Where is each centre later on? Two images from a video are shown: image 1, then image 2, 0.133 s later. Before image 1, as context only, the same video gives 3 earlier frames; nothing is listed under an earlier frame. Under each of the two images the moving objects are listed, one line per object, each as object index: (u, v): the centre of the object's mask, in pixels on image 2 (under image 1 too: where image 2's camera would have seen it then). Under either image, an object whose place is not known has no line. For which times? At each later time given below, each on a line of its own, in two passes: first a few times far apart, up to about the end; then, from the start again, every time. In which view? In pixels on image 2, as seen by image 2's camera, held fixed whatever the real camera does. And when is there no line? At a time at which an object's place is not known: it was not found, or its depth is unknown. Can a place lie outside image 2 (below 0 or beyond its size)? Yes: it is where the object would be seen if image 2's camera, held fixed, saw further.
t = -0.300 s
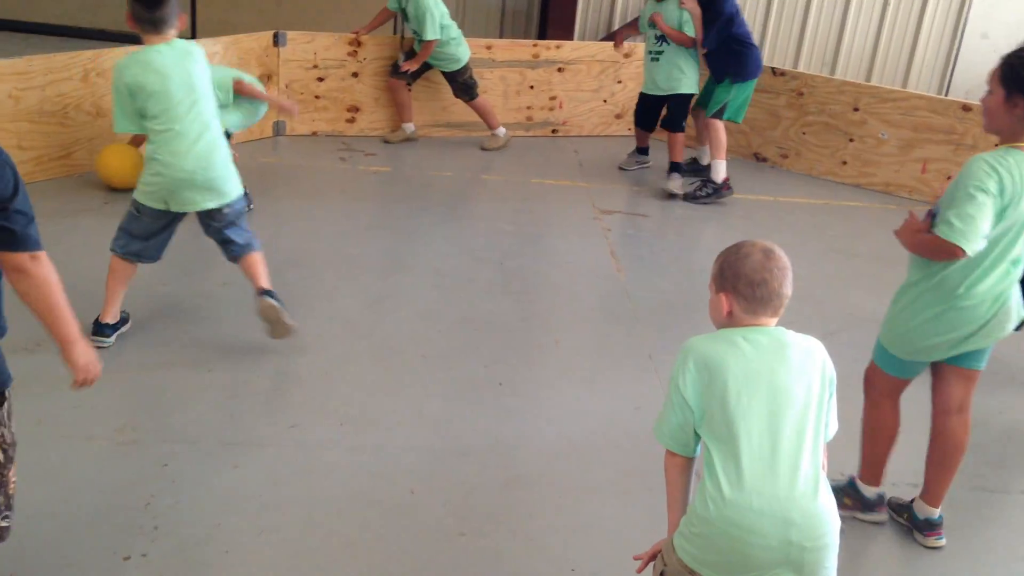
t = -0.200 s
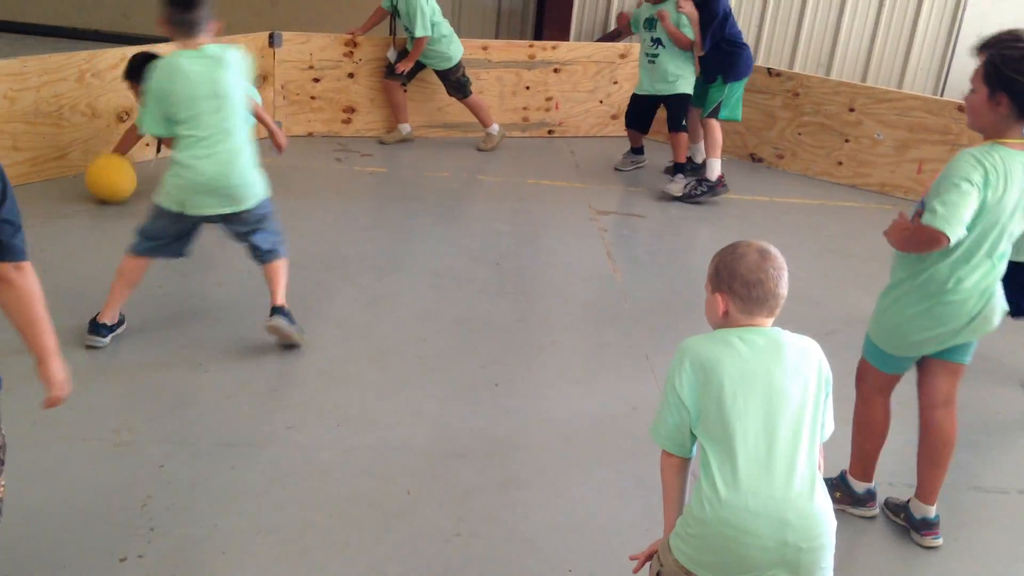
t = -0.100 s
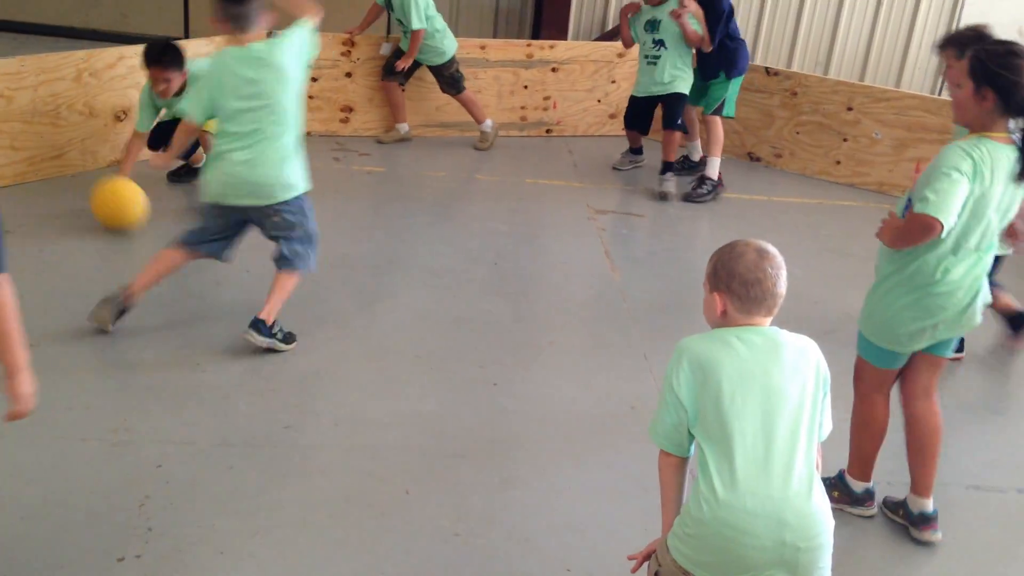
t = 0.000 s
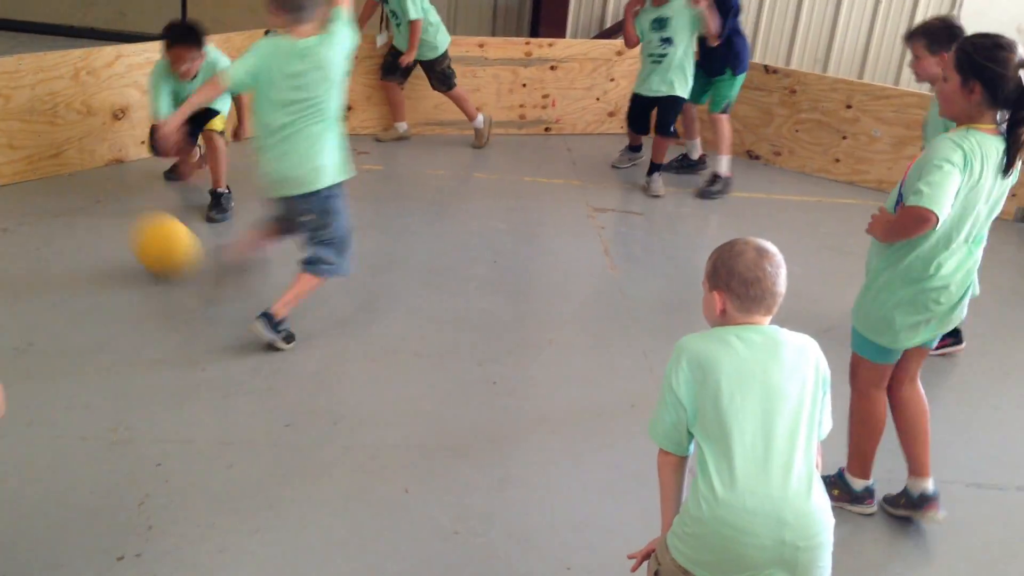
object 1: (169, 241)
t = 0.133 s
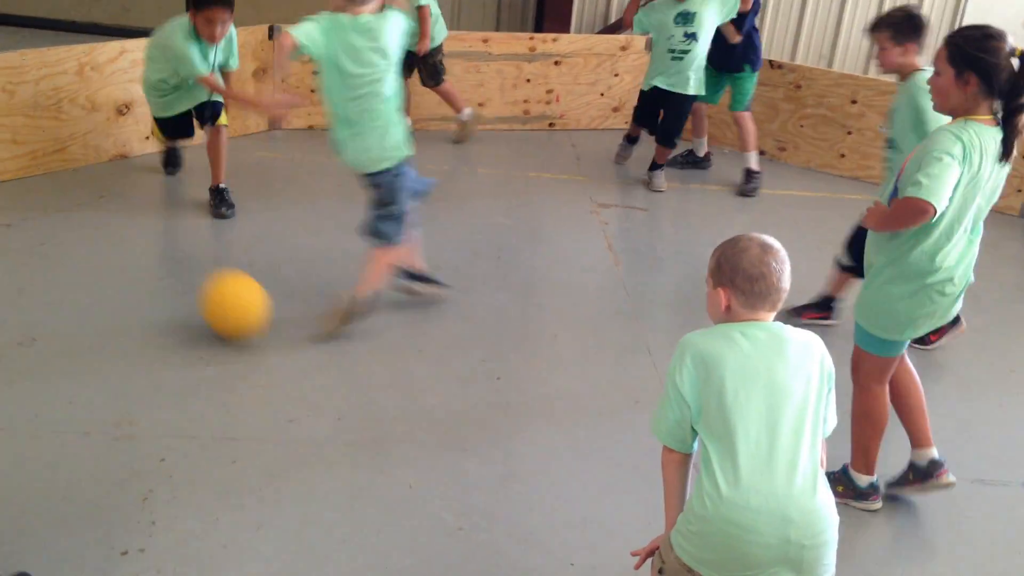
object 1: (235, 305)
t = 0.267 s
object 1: (305, 377)
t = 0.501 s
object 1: (443, 521)
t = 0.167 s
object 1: (253, 324)
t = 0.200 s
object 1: (272, 346)
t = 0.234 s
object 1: (289, 362)
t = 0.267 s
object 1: (305, 377)
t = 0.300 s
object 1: (321, 395)
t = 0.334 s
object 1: (337, 416)
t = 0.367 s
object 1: (356, 431)
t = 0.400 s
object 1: (376, 448)
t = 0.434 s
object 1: (398, 470)
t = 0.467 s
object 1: (420, 501)
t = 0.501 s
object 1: (443, 521)
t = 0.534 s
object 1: (467, 539)
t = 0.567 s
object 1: (492, 553)
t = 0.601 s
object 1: (518, 566)
